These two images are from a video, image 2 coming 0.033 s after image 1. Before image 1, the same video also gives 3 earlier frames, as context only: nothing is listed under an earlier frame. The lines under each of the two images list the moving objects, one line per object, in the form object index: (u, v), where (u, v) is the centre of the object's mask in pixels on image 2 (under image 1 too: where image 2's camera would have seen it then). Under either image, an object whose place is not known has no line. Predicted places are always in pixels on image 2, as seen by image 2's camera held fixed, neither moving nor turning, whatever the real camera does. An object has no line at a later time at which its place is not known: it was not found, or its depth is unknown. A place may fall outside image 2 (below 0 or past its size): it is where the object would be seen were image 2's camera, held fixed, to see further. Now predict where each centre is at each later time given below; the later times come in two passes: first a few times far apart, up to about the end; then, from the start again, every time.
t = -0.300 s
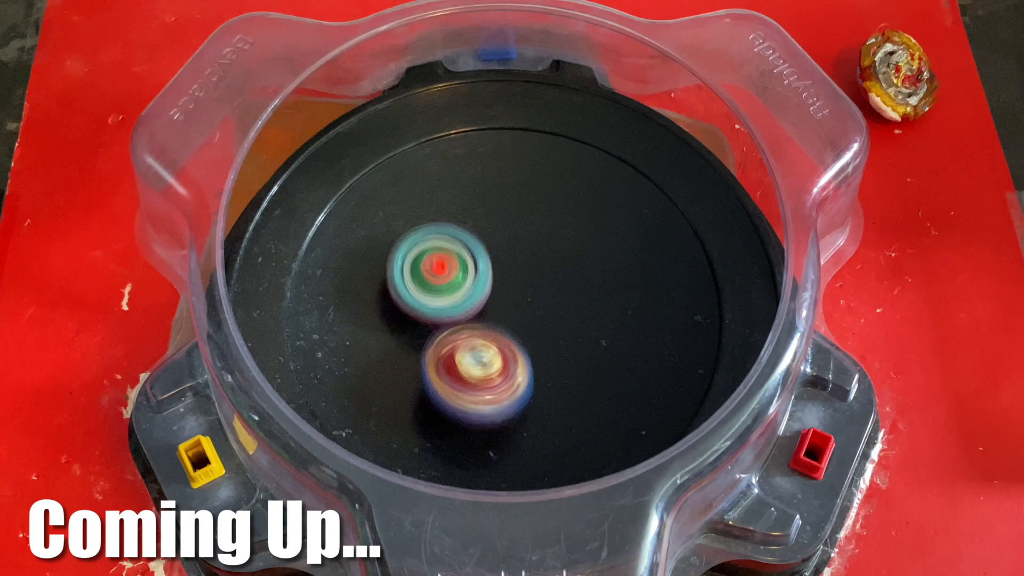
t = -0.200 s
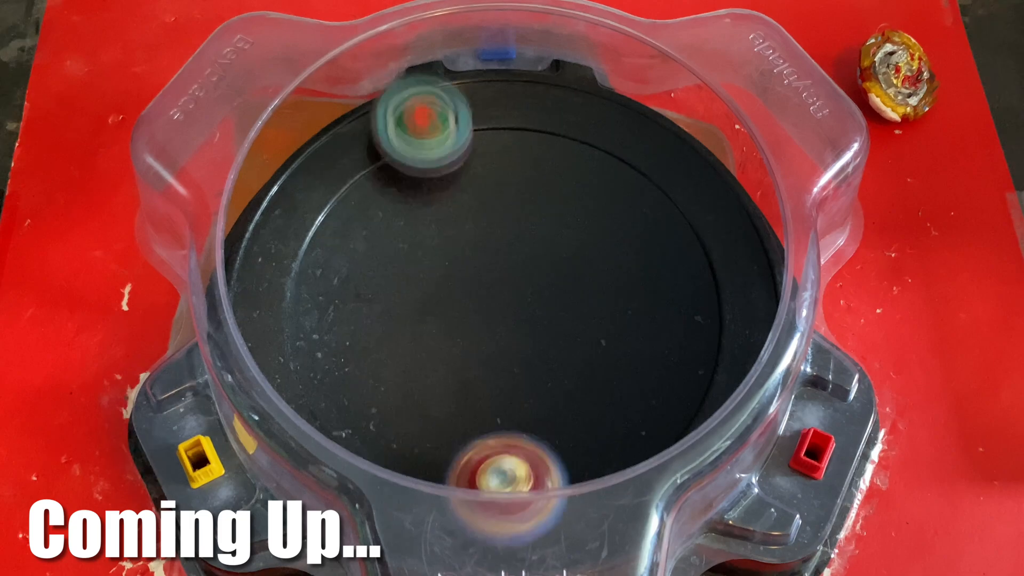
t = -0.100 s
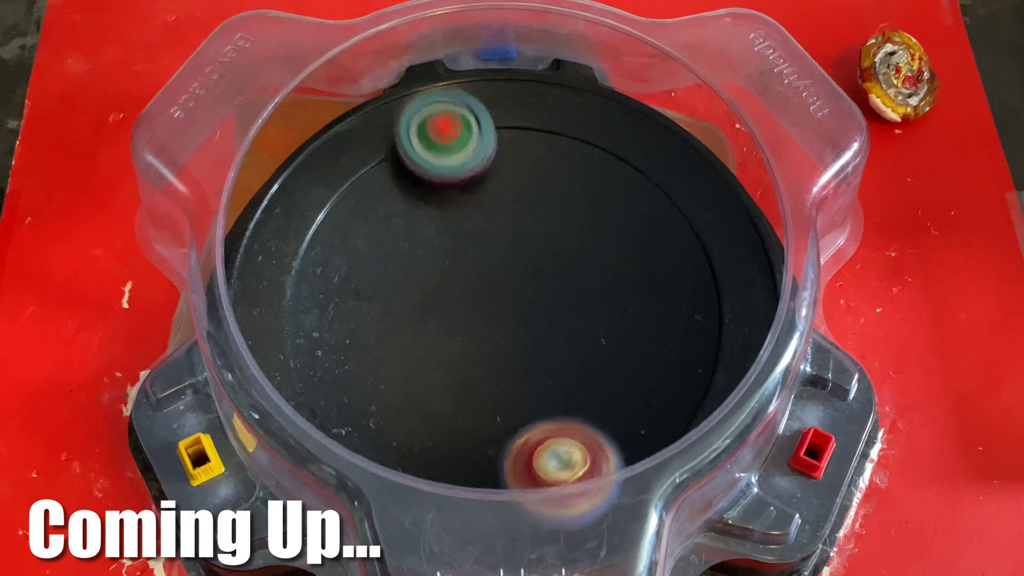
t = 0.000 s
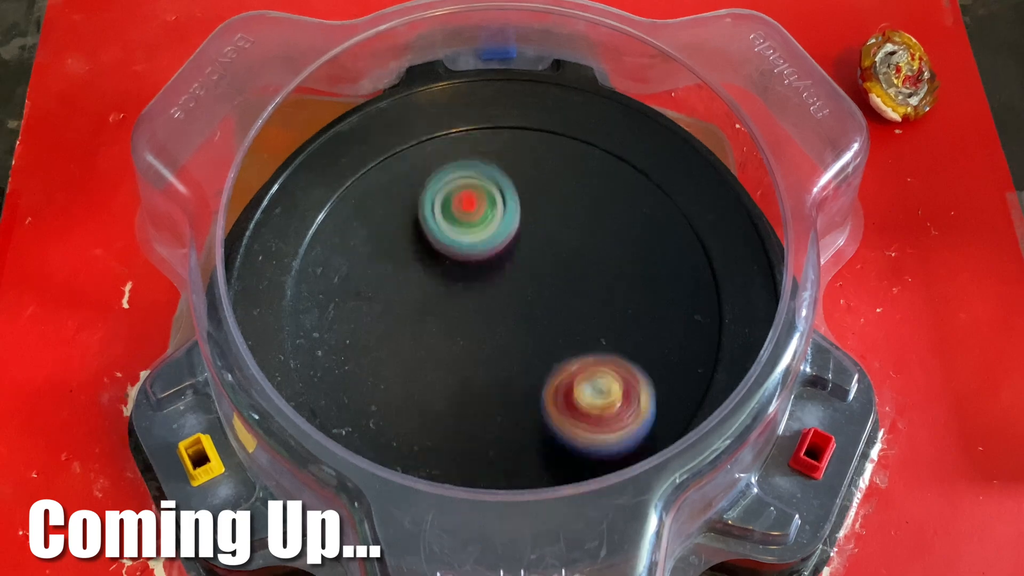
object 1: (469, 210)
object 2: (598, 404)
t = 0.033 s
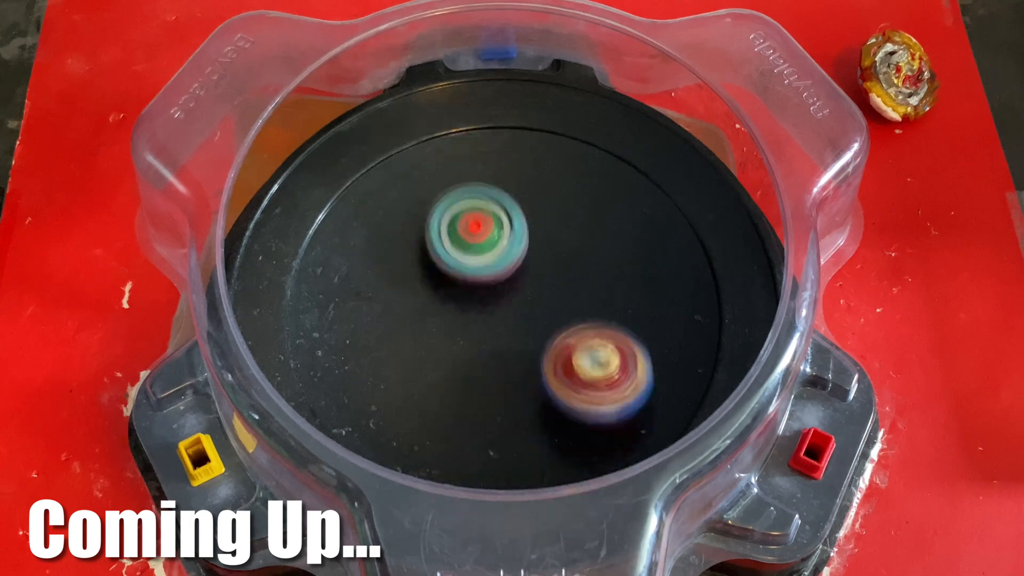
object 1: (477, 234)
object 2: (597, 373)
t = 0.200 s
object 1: (407, 172)
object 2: (638, 384)
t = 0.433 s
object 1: (364, 217)
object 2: (572, 344)
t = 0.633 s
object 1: (320, 252)
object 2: (491, 313)
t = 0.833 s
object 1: (323, 313)
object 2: (468, 375)
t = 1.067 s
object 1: (272, 251)
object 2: (675, 350)
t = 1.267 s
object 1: (317, 273)
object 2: (590, 181)
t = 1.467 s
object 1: (418, 299)
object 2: (411, 185)
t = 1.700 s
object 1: (513, 273)
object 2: (370, 343)
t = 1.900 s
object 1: (550, 239)
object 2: (504, 426)
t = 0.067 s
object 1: (484, 255)
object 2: (589, 343)
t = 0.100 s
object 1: (482, 259)
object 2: (585, 328)
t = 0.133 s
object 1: (453, 224)
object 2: (606, 346)
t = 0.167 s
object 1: (428, 194)
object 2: (625, 370)
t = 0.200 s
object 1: (407, 172)
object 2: (638, 384)
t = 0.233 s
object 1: (390, 158)
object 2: (645, 396)
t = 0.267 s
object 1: (377, 154)
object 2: (646, 401)
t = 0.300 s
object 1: (369, 160)
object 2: (642, 401)
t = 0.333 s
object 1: (365, 172)
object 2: (633, 395)
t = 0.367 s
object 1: (363, 186)
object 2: (618, 381)
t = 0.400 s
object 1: (362, 201)
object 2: (598, 364)
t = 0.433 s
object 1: (364, 217)
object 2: (572, 344)
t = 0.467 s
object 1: (368, 233)
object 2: (543, 324)
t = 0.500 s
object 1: (373, 248)
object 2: (511, 305)
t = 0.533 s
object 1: (376, 260)
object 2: (482, 292)
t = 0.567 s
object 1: (351, 252)
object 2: (487, 298)
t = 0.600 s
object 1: (331, 248)
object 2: (491, 305)
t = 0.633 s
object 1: (320, 252)
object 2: (491, 313)
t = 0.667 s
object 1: (314, 260)
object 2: (489, 320)
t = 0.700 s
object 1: (313, 273)
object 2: (483, 327)
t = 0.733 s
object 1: (316, 287)
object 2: (474, 334)
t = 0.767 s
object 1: (324, 302)
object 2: (464, 341)
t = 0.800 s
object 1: (334, 316)
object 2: (453, 350)
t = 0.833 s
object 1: (323, 313)
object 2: (468, 375)
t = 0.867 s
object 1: (289, 291)
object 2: (517, 410)
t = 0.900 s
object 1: (274, 273)
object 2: (566, 434)
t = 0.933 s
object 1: (266, 262)
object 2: (608, 437)
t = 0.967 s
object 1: (265, 254)
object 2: (639, 425)
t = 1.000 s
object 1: (262, 250)
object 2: (656, 403)
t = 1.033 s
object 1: (270, 250)
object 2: (668, 386)
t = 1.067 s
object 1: (272, 251)
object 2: (675, 350)
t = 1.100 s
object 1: (275, 254)
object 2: (676, 317)
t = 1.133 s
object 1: (280, 256)
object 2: (671, 283)
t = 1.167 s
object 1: (285, 258)
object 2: (657, 249)
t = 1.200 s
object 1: (292, 261)
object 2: (638, 223)
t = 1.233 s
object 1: (303, 267)
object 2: (618, 199)
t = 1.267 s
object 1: (317, 273)
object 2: (590, 181)
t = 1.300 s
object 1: (332, 280)
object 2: (561, 171)
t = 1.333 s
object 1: (348, 285)
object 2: (529, 163)
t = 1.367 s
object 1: (366, 291)
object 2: (496, 161)
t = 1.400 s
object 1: (383, 296)
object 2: (467, 165)
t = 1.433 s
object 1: (401, 298)
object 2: (437, 173)
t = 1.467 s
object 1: (418, 299)
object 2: (411, 185)
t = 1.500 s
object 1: (434, 299)
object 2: (390, 203)
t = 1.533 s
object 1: (451, 298)
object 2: (372, 223)
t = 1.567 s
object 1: (466, 295)
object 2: (362, 246)
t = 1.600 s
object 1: (480, 291)
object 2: (355, 270)
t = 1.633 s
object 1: (493, 286)
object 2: (357, 295)
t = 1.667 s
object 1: (503, 280)
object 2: (362, 320)
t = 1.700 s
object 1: (513, 273)
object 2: (370, 343)
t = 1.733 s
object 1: (521, 267)
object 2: (383, 361)
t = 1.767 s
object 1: (529, 261)
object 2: (400, 380)
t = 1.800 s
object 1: (535, 256)
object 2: (424, 399)
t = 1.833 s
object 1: (541, 251)
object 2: (450, 413)
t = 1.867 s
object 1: (546, 245)
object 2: (477, 424)
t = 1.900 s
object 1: (550, 239)
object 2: (504, 426)
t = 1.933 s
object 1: (553, 233)
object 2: (535, 421)
